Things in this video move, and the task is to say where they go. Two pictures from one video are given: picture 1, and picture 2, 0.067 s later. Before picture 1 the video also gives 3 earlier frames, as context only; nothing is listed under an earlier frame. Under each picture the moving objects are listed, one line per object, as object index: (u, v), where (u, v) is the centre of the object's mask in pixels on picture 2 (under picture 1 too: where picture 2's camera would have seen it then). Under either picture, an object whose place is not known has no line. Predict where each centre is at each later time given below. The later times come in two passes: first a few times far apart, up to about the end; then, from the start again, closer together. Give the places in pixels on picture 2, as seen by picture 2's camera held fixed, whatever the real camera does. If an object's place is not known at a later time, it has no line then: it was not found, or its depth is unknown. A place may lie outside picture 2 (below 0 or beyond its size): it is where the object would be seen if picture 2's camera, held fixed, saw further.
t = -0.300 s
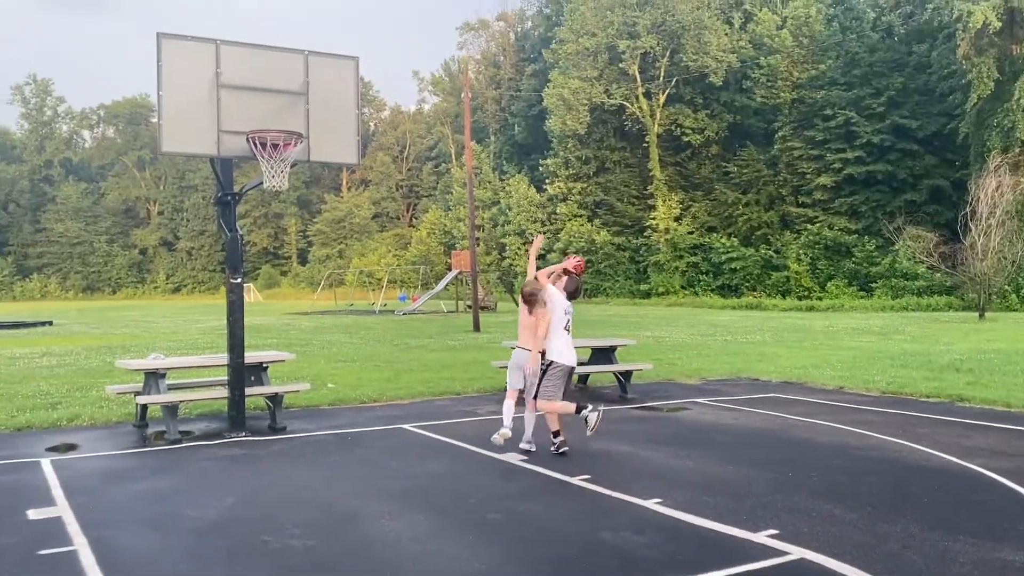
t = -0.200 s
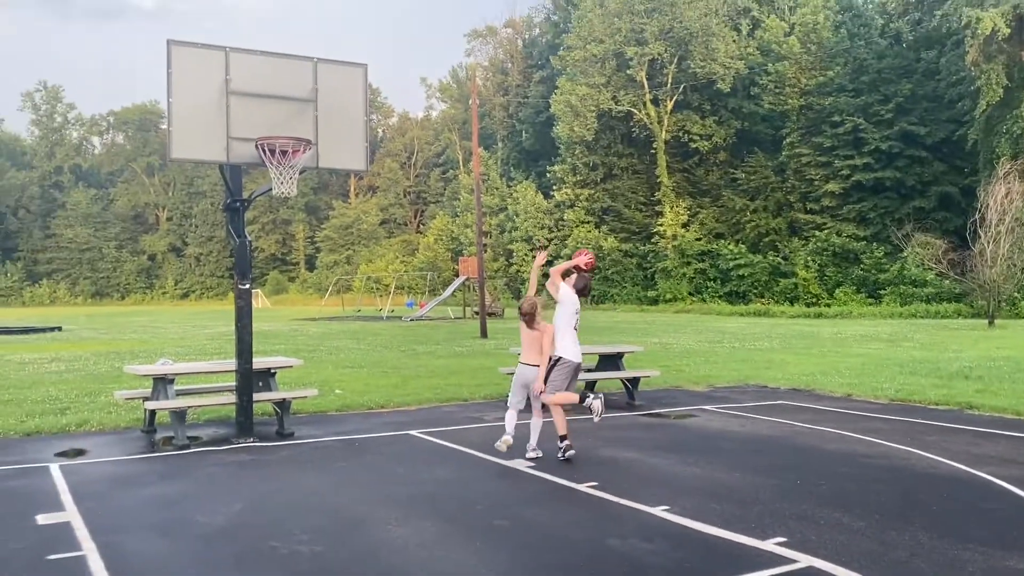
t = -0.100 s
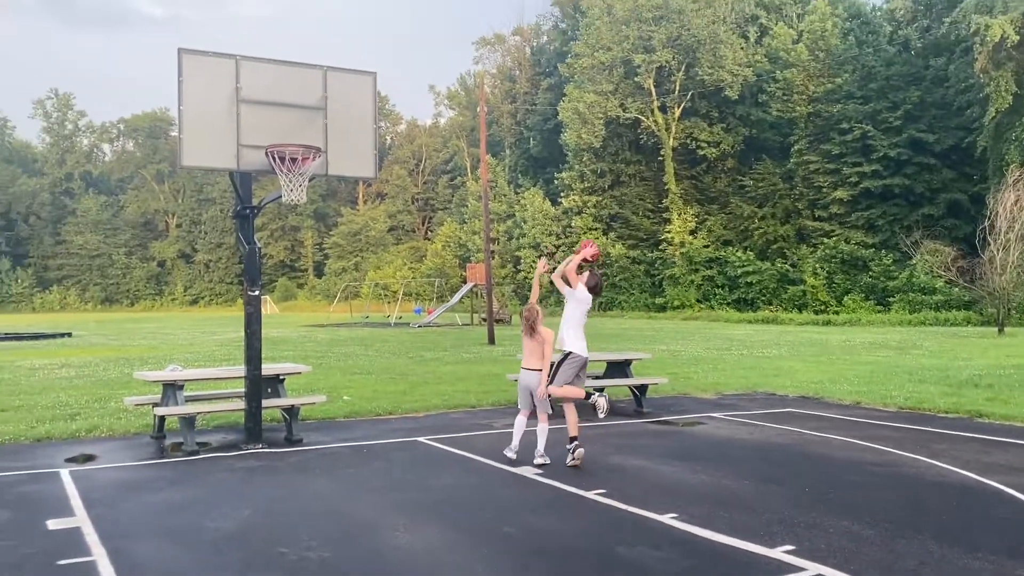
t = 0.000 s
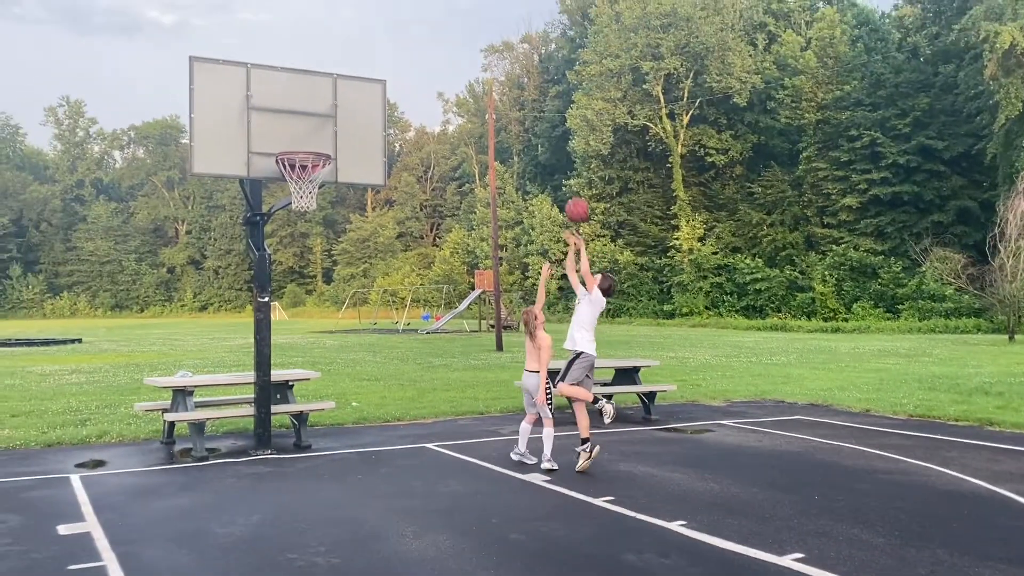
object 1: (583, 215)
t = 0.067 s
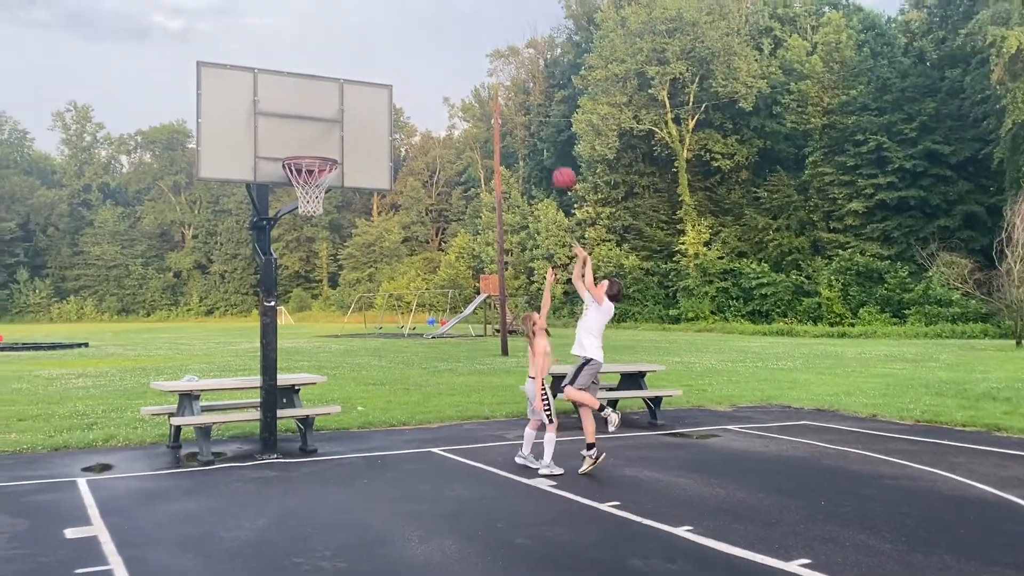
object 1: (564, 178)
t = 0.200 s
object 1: (528, 121)
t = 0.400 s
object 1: (471, 66)
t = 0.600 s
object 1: (414, 51)
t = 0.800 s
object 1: (356, 78)
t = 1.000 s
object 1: (298, 147)
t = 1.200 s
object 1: (351, 146)
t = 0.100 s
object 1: (556, 163)
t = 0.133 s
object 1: (546, 147)
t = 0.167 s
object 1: (537, 133)
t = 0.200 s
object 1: (528, 121)
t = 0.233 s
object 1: (519, 110)
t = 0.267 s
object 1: (510, 99)
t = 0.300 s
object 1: (501, 89)
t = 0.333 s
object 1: (491, 81)
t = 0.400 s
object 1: (471, 66)
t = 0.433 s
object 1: (462, 61)
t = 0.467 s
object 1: (452, 56)
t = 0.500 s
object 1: (443, 53)
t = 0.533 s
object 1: (433, 51)
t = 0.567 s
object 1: (424, 50)
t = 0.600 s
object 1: (414, 51)
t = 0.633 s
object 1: (404, 52)
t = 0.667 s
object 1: (395, 55)
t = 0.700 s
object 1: (385, 59)
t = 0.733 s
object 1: (375, 64)
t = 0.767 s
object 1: (366, 71)
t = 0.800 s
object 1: (356, 78)
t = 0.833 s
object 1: (347, 87)
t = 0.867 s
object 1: (337, 97)
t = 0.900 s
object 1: (327, 108)
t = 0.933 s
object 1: (318, 121)
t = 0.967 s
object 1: (308, 135)
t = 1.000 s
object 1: (298, 147)
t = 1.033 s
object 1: (303, 149)
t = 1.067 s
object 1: (314, 149)
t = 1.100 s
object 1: (325, 149)
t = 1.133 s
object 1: (334, 149)
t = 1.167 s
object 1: (342, 147)
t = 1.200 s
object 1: (351, 146)
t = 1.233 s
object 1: (359, 147)
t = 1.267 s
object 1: (366, 146)
